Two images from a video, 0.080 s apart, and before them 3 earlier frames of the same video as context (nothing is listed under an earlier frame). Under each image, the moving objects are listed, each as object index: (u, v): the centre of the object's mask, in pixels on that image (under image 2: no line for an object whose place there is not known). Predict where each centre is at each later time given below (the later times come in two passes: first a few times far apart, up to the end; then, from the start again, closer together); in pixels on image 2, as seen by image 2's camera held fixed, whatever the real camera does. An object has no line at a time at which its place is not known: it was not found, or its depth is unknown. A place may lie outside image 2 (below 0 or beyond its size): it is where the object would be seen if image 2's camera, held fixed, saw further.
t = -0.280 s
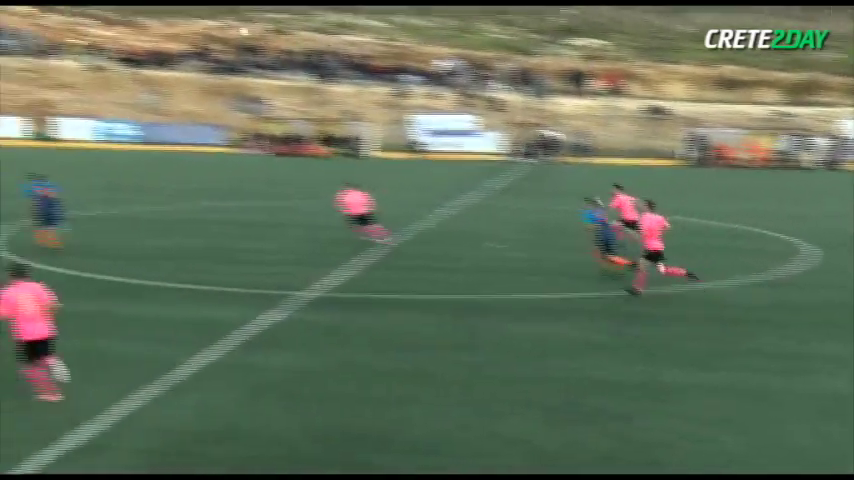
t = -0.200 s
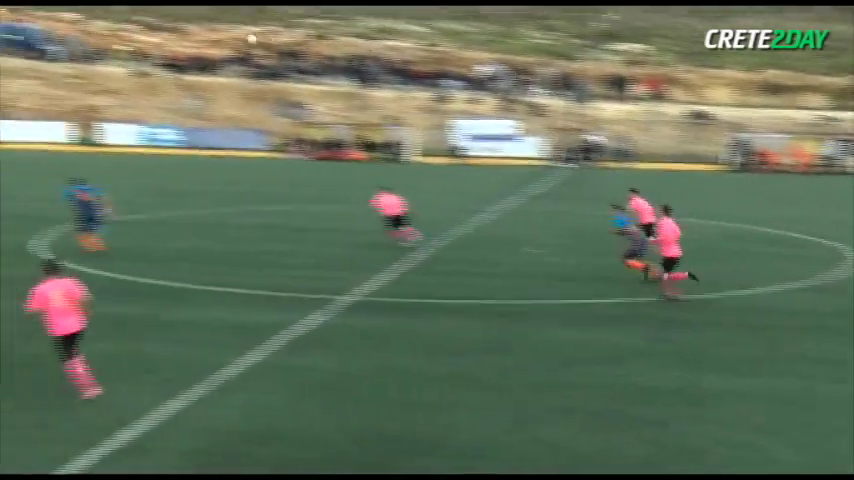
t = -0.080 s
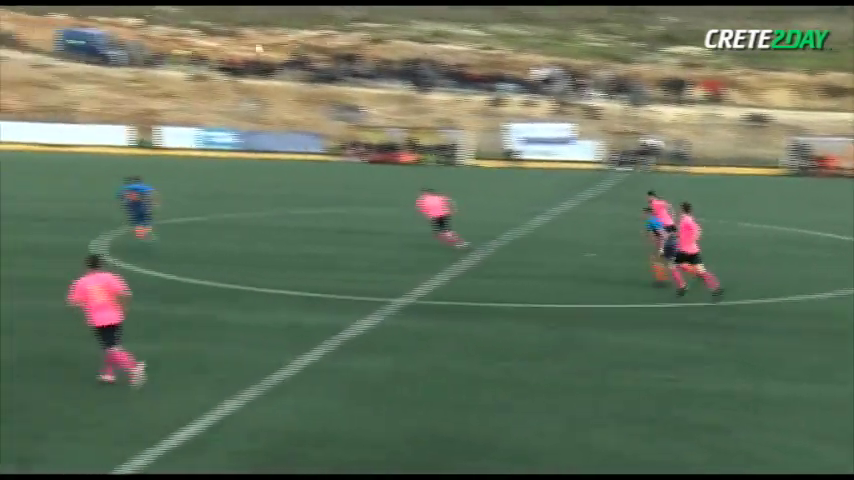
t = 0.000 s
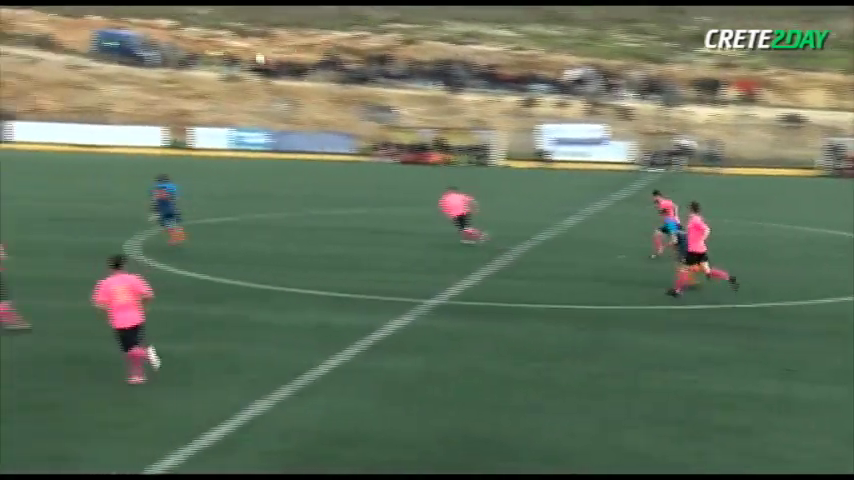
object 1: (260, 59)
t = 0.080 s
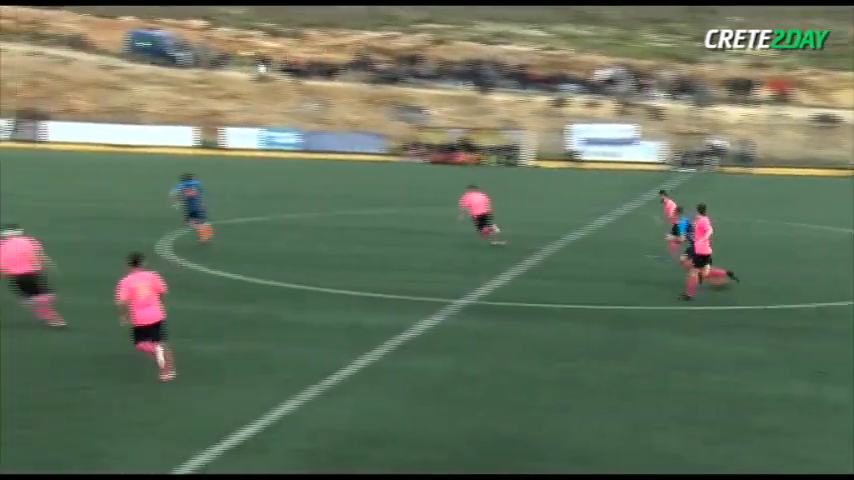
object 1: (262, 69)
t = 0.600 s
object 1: (95, 190)
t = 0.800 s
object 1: (53, 174)
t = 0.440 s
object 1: (142, 147)
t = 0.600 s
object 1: (95, 190)
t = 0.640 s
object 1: (84, 203)
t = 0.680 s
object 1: (76, 206)
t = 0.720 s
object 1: (68, 195)
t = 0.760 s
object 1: (61, 185)
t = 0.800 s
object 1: (53, 174)
